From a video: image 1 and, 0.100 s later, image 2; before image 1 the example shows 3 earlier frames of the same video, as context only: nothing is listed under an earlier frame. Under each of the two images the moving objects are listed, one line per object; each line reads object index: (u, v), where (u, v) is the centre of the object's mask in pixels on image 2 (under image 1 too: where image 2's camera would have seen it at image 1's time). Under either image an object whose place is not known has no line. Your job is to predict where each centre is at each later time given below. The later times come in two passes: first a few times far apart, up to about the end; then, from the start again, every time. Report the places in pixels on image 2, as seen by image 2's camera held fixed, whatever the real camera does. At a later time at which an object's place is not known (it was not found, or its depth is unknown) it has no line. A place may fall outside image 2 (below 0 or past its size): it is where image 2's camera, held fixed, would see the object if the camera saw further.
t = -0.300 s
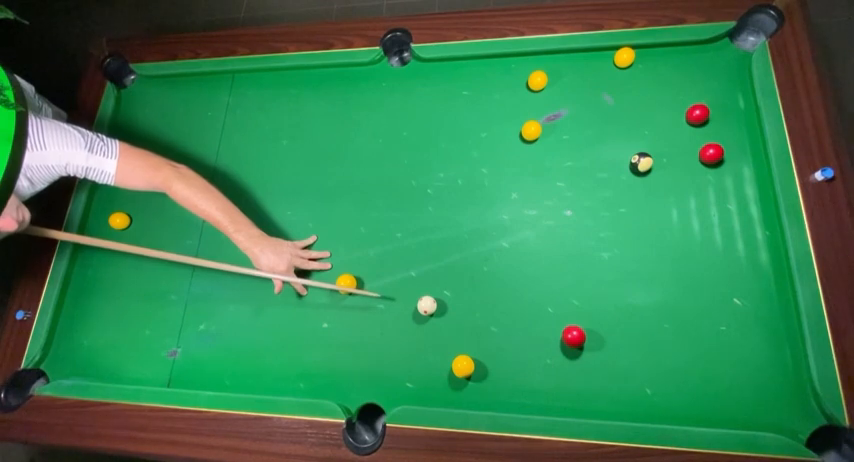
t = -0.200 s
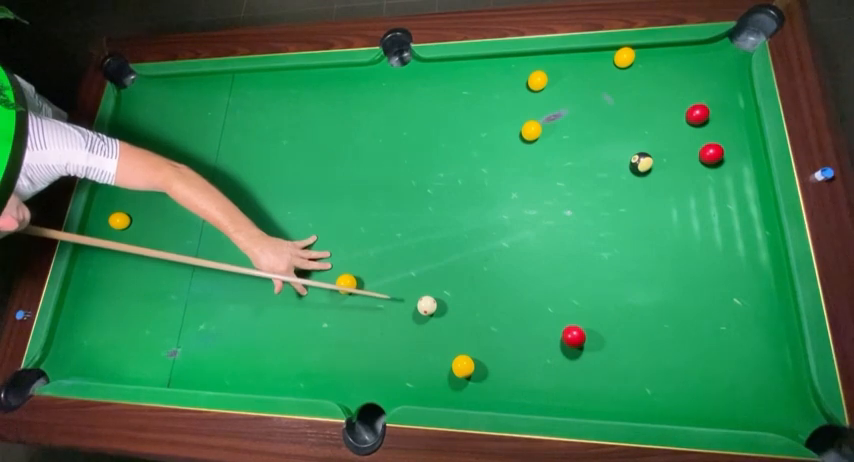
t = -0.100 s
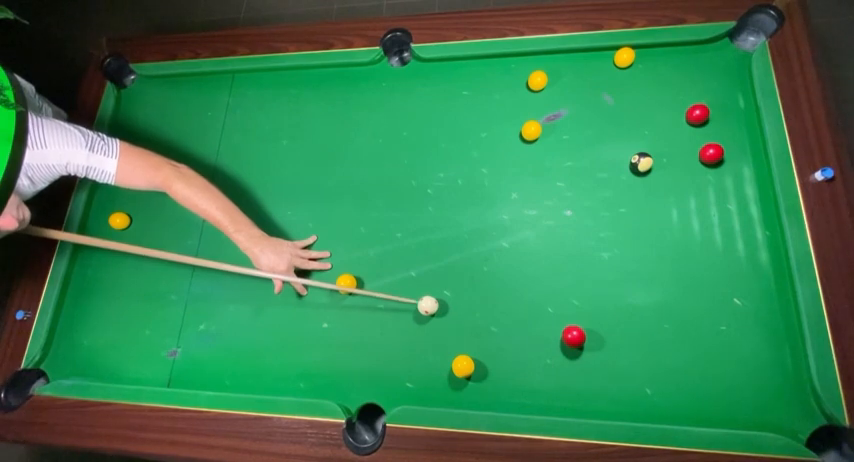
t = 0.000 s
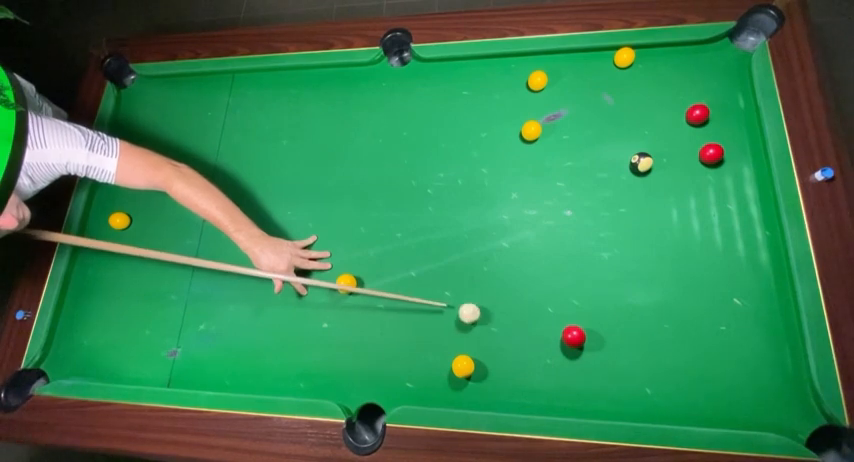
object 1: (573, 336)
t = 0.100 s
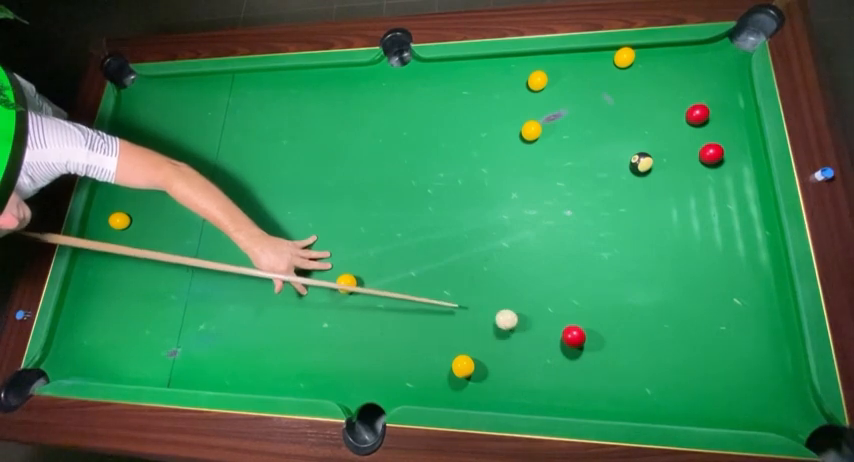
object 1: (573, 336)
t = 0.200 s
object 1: (573, 336)
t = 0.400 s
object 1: (619, 354)
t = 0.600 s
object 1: (662, 371)
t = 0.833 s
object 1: (714, 391)
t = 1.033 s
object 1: (759, 407)
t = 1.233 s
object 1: (802, 423)
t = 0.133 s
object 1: (573, 336)
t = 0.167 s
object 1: (573, 336)
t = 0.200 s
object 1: (573, 336)
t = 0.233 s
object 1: (578, 338)
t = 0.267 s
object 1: (588, 342)
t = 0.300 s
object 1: (596, 345)
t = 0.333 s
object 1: (604, 348)
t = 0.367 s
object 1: (611, 351)
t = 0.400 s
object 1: (619, 354)
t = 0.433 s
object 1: (626, 357)
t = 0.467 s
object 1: (633, 360)
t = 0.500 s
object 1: (641, 363)
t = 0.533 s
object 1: (648, 366)
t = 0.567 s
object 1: (655, 368)
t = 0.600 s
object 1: (662, 371)
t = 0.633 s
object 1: (670, 374)
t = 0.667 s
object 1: (677, 377)
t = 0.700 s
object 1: (685, 380)
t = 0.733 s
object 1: (692, 383)
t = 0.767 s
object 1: (700, 386)
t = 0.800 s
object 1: (707, 388)
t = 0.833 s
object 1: (714, 391)
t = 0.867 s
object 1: (722, 393)
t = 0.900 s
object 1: (729, 396)
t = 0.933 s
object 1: (736, 399)
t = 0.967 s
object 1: (744, 402)
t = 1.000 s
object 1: (751, 405)
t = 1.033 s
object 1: (759, 407)
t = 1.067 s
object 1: (766, 411)
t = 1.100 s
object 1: (773, 413)
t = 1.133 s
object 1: (781, 415)
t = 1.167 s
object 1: (788, 418)
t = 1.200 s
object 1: (795, 420)
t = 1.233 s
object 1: (802, 423)
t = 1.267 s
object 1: (809, 426)
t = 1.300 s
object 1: (816, 428)
